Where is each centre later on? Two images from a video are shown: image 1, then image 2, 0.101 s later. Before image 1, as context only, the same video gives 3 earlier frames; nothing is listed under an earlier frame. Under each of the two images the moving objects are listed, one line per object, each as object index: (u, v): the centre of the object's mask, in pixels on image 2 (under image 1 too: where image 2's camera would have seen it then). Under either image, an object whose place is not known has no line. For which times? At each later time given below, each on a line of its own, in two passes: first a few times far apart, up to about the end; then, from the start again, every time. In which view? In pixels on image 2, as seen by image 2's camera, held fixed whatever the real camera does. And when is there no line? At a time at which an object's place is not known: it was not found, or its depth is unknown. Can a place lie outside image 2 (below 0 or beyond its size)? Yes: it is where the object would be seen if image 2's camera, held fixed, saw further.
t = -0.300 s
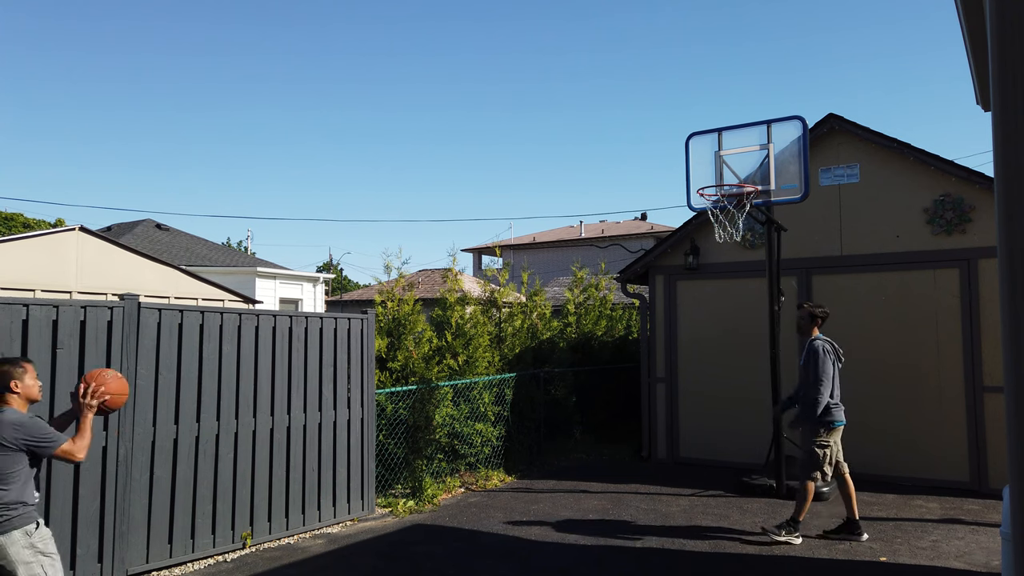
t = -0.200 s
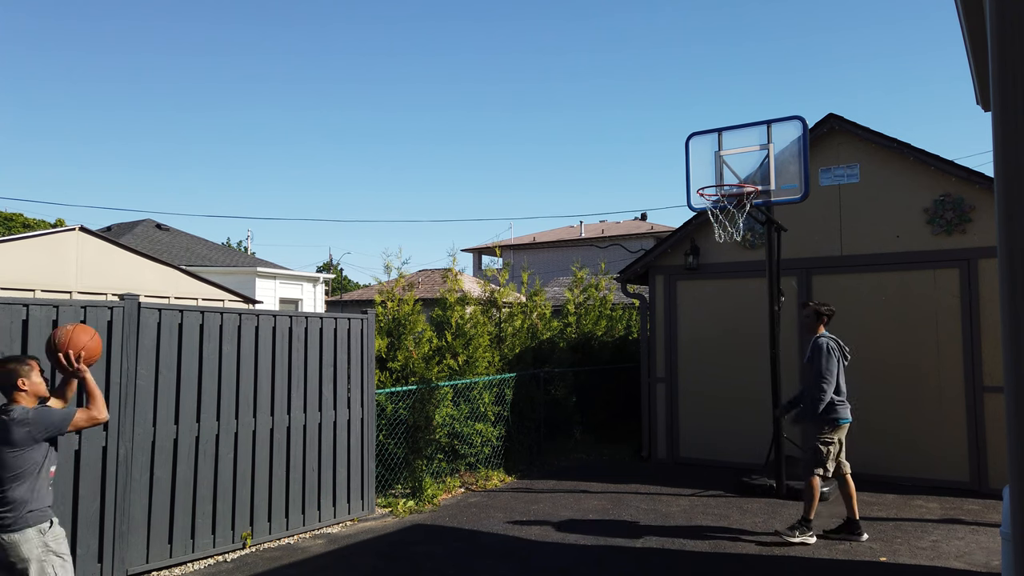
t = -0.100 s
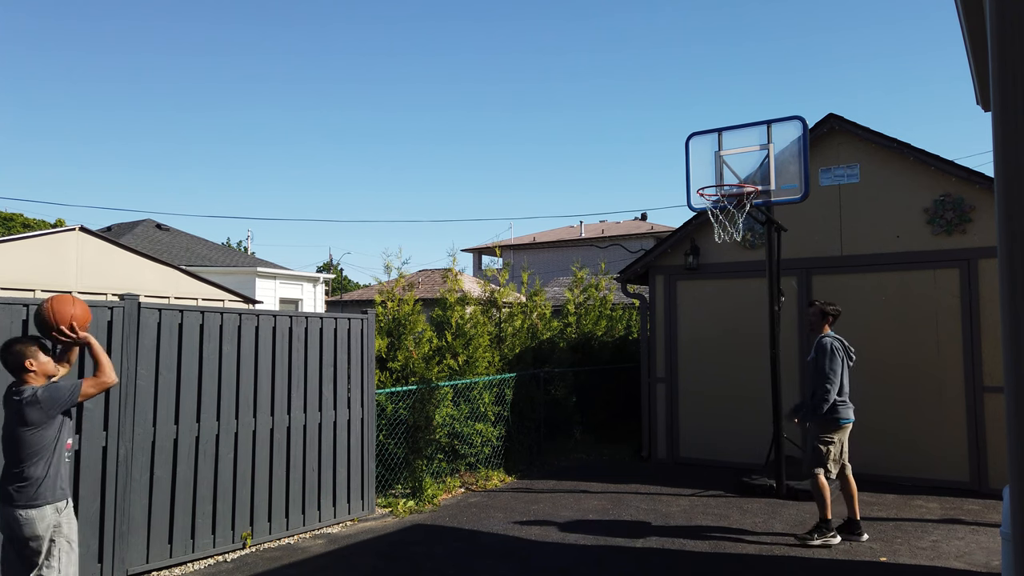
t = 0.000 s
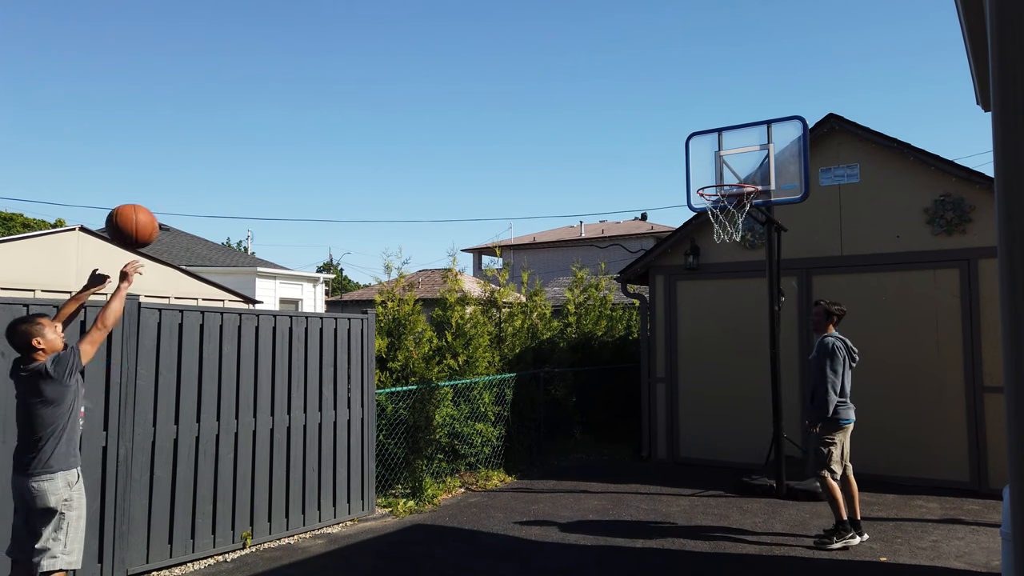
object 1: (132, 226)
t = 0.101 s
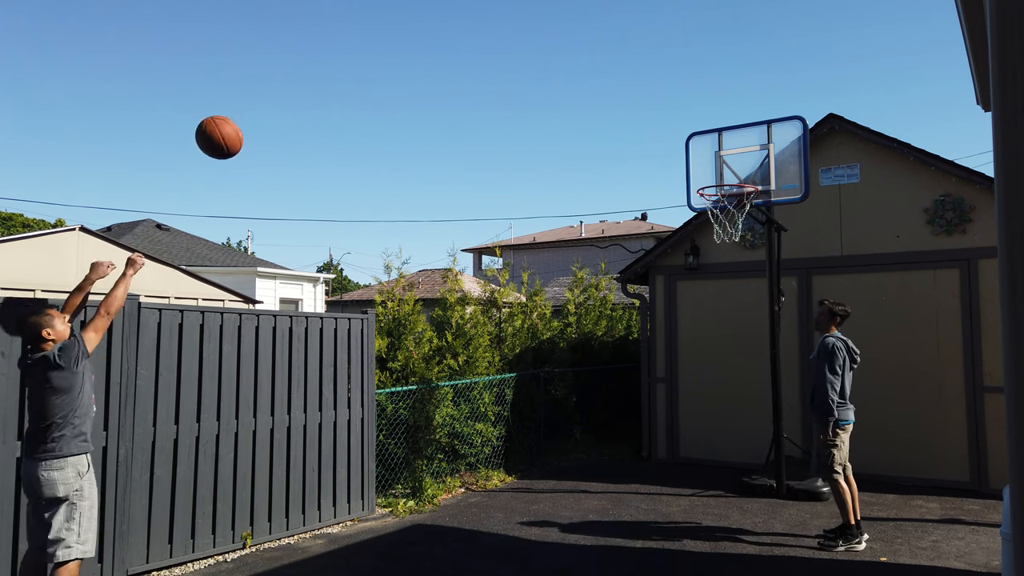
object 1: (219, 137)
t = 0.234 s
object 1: (319, 59)
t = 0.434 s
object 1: (444, 11)
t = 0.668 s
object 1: (563, 21)
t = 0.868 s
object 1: (649, 86)
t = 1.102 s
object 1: (713, 164)
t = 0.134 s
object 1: (246, 114)
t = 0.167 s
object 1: (271, 93)
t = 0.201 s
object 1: (295, 74)
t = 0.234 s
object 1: (319, 59)
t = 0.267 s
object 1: (342, 45)
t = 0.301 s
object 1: (364, 33)
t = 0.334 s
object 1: (385, 23)
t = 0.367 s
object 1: (405, 17)
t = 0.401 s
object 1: (425, 13)
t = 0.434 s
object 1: (444, 11)
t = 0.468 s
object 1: (463, 9)
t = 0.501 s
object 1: (481, 9)
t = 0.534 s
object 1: (498, 9)
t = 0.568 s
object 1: (515, 10)
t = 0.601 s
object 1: (532, 12)
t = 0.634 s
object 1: (548, 15)
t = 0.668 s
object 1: (563, 21)
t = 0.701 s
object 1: (578, 29)
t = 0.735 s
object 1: (593, 37)
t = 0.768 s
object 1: (607, 48)
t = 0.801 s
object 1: (621, 59)
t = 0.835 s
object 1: (635, 72)
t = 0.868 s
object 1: (649, 86)
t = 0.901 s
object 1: (662, 100)
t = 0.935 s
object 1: (674, 116)
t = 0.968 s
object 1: (687, 133)
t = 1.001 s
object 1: (699, 151)
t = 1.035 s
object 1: (711, 169)
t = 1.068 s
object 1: (714, 171)
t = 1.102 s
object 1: (713, 164)
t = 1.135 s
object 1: (712, 157)
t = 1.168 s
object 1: (711, 151)
